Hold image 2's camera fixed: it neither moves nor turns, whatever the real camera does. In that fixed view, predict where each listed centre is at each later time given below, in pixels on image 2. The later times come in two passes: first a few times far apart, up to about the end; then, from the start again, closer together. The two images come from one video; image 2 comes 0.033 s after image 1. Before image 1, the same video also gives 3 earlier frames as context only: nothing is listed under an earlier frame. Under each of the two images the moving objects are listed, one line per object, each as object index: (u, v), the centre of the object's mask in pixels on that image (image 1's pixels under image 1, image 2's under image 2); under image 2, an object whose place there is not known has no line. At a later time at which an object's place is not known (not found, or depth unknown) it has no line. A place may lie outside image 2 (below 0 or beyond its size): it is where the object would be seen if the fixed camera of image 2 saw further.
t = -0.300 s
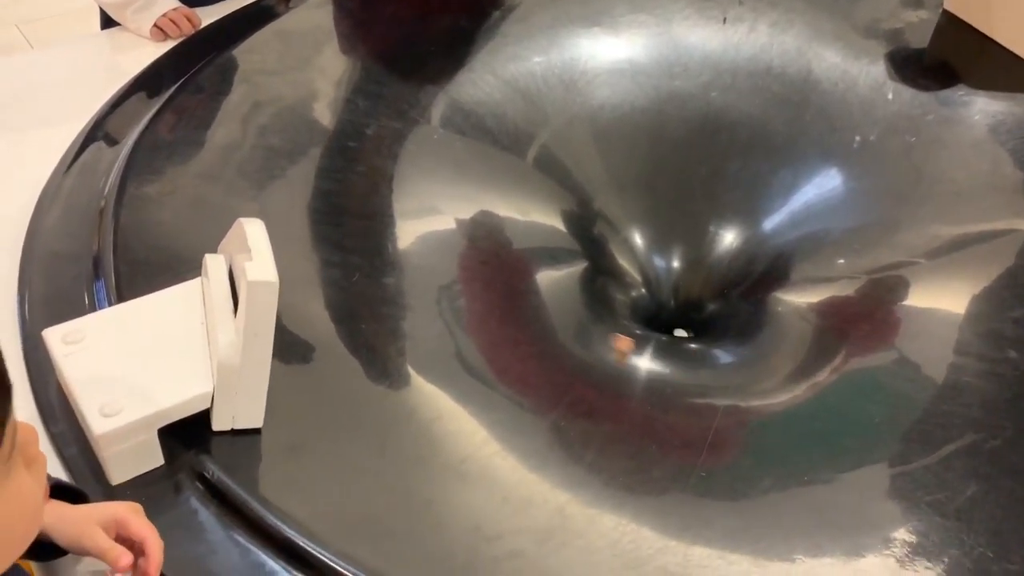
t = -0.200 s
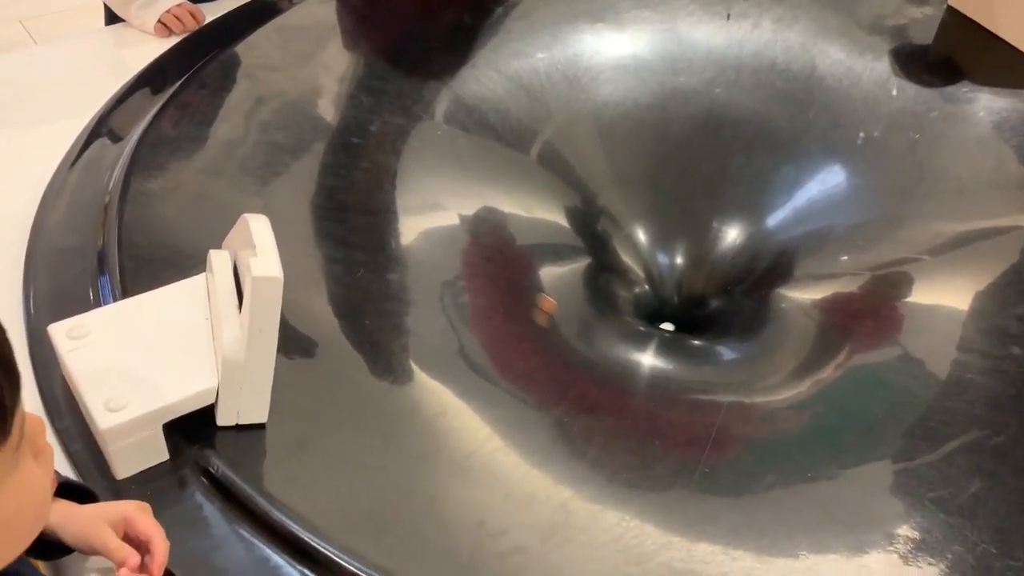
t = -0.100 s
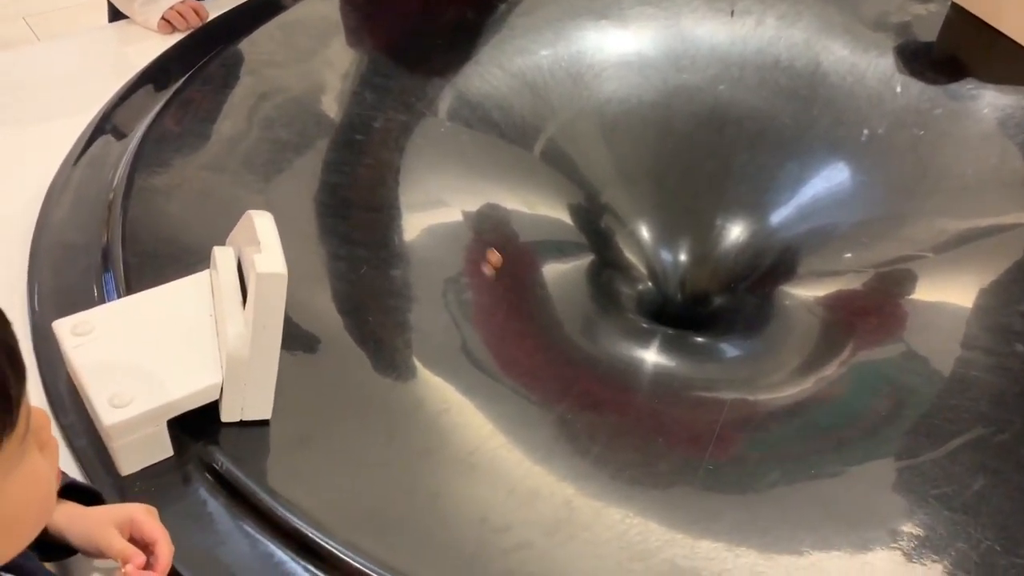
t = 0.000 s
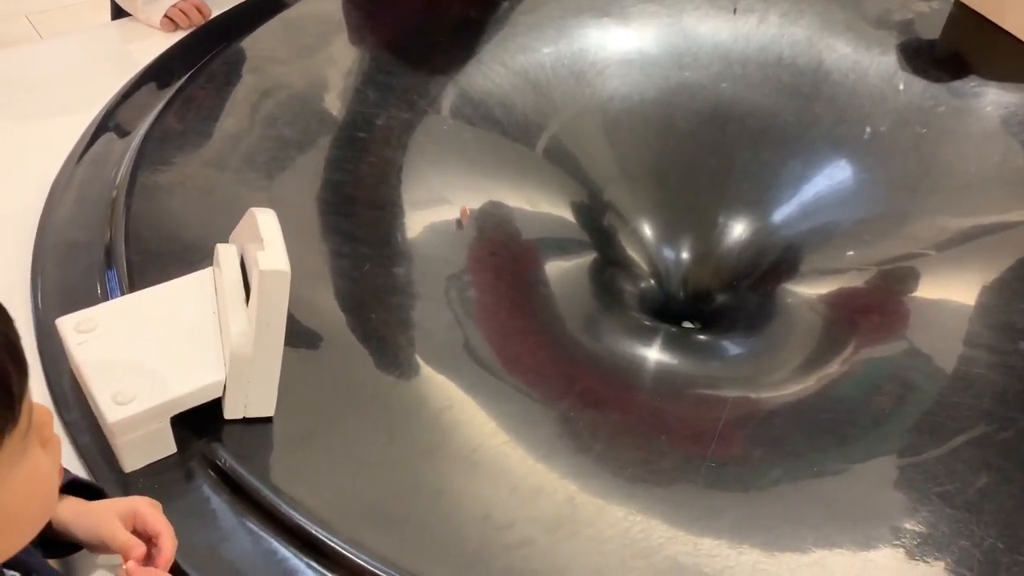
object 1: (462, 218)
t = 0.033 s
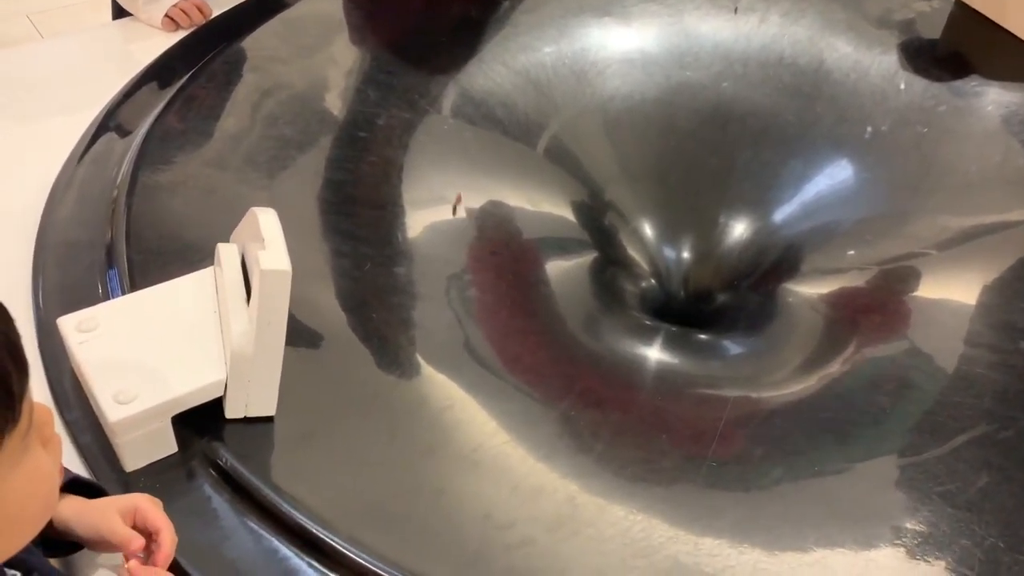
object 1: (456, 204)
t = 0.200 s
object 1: (467, 150)
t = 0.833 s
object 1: (813, 199)
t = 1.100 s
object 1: (906, 301)
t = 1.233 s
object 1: (881, 337)
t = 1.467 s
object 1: (722, 357)
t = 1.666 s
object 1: (592, 299)
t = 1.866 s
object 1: (561, 206)
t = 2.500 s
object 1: (805, 204)
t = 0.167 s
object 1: (460, 159)
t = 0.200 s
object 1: (467, 150)
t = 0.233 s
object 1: (475, 142)
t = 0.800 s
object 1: (792, 186)
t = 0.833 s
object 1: (813, 199)
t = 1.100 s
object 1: (906, 301)
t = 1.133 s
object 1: (904, 307)
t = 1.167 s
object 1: (901, 317)
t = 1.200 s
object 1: (893, 327)
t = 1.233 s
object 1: (881, 337)
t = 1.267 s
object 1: (866, 346)
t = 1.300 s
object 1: (847, 353)
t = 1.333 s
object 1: (826, 358)
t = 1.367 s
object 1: (801, 361)
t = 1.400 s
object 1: (776, 362)
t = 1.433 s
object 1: (749, 361)
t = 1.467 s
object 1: (722, 357)
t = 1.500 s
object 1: (697, 352)
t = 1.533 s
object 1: (672, 344)
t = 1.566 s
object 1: (647, 334)
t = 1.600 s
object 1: (626, 324)
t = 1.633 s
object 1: (607, 311)
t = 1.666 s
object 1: (592, 299)
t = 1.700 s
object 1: (578, 285)
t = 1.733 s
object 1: (567, 269)
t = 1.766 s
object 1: (561, 252)
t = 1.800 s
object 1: (561, 235)
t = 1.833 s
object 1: (556, 225)
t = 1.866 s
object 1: (561, 206)
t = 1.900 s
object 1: (567, 191)
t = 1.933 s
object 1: (575, 176)
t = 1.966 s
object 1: (586, 162)
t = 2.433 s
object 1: (786, 172)
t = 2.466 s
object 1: (795, 186)
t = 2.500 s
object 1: (805, 204)
